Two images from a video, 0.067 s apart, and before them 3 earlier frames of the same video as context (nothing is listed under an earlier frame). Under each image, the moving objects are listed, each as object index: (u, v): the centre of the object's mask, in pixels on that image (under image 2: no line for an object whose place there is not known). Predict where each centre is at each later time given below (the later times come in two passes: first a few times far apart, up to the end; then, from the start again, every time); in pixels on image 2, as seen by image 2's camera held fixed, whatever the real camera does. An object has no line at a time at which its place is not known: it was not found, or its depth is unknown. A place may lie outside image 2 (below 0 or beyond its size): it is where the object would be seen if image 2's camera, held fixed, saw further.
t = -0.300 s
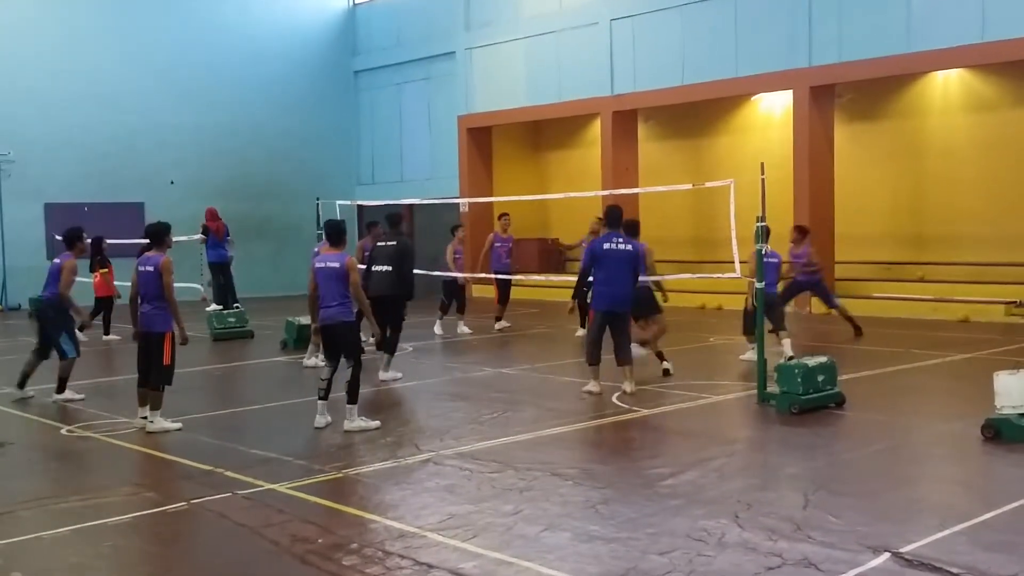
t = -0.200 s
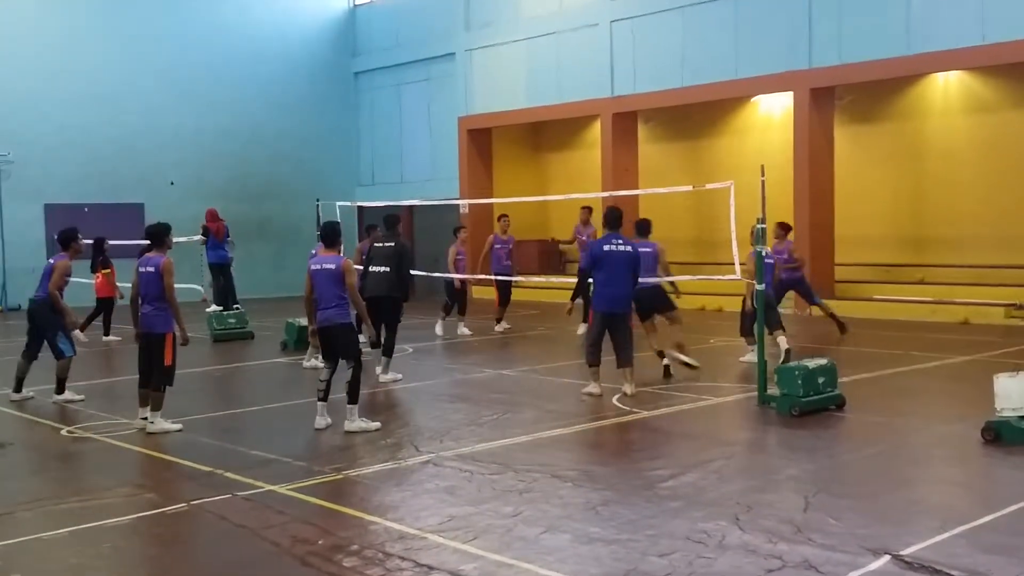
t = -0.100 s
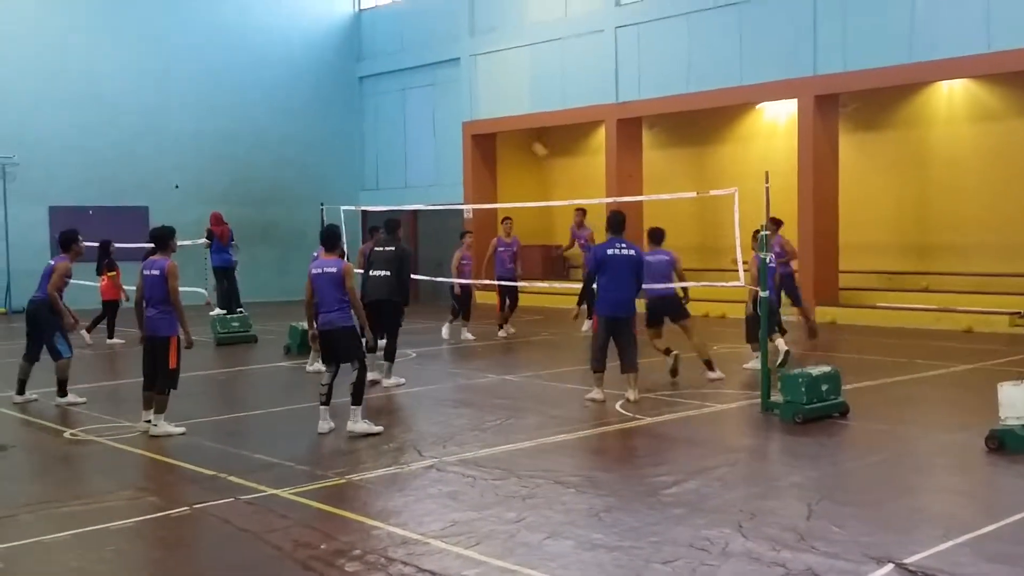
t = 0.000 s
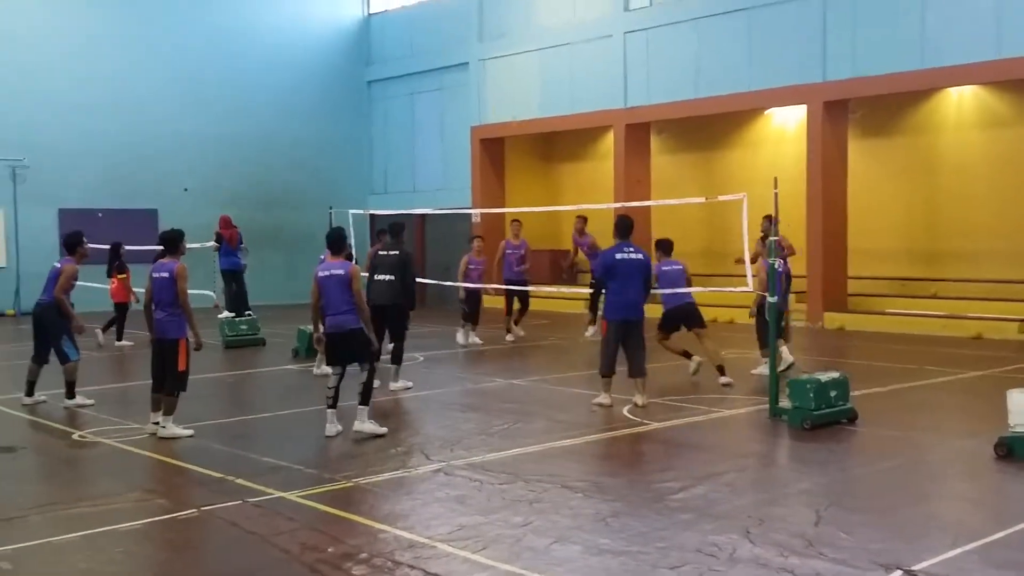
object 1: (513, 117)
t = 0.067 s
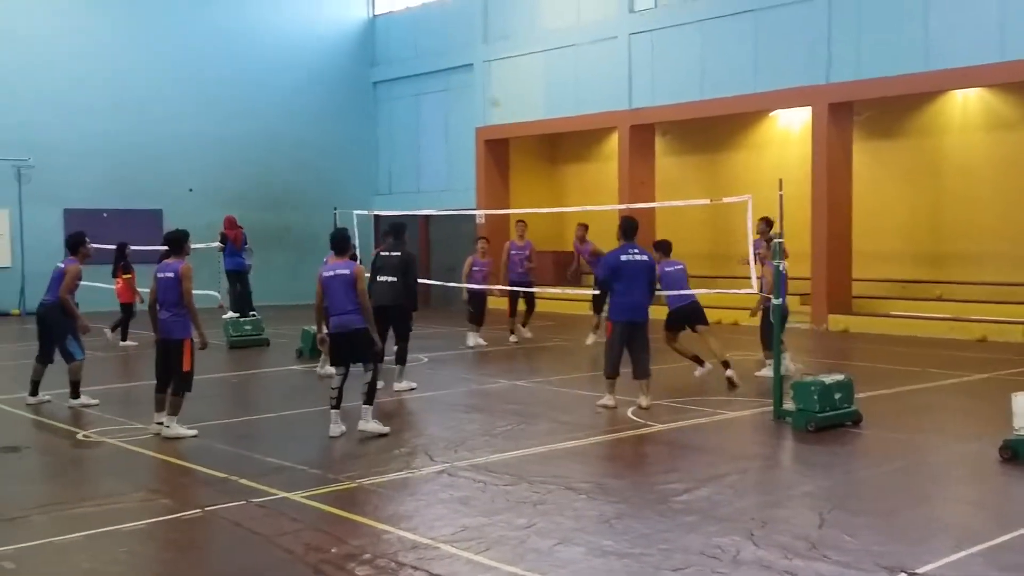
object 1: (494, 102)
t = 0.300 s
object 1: (404, 51)
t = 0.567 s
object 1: (286, 47)
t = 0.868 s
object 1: (126, 133)
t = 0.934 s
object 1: (85, 169)
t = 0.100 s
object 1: (481, 92)
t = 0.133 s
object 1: (470, 82)
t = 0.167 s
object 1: (456, 75)
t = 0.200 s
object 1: (445, 68)
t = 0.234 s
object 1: (431, 62)
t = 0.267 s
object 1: (418, 56)
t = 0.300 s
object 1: (404, 51)
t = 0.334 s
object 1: (391, 47)
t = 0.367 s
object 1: (377, 44)
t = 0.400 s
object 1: (363, 42)
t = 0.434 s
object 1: (347, 41)
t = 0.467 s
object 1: (332, 42)
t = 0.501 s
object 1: (317, 42)
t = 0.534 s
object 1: (302, 45)
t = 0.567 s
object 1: (286, 47)
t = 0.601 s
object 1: (270, 52)
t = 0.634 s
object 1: (254, 57)
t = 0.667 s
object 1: (238, 64)
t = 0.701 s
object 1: (219, 72)
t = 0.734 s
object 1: (201, 82)
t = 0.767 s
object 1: (183, 92)
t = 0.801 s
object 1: (164, 104)
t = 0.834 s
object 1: (146, 118)
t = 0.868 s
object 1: (126, 133)
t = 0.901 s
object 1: (106, 151)
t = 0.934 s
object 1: (85, 169)
